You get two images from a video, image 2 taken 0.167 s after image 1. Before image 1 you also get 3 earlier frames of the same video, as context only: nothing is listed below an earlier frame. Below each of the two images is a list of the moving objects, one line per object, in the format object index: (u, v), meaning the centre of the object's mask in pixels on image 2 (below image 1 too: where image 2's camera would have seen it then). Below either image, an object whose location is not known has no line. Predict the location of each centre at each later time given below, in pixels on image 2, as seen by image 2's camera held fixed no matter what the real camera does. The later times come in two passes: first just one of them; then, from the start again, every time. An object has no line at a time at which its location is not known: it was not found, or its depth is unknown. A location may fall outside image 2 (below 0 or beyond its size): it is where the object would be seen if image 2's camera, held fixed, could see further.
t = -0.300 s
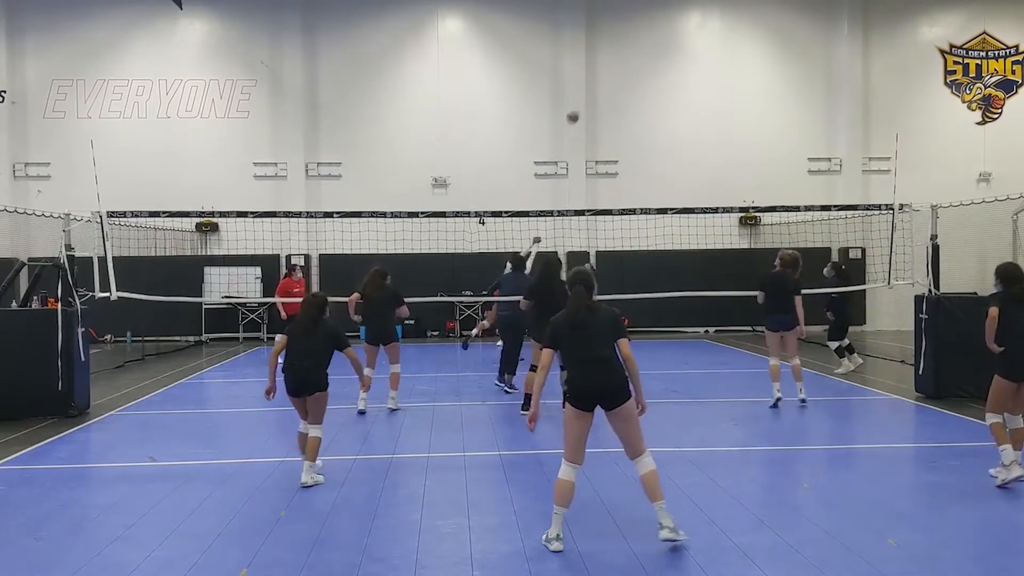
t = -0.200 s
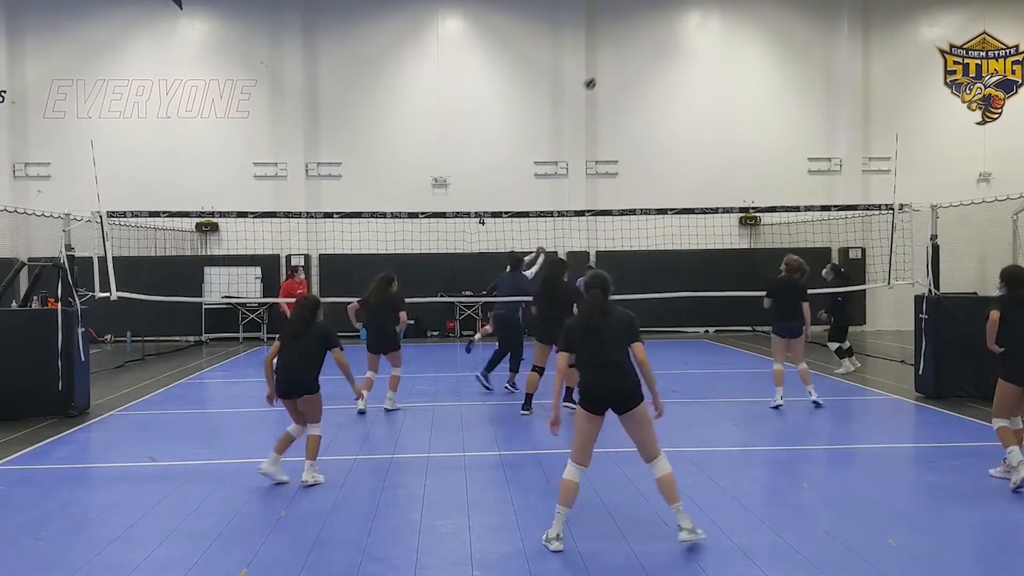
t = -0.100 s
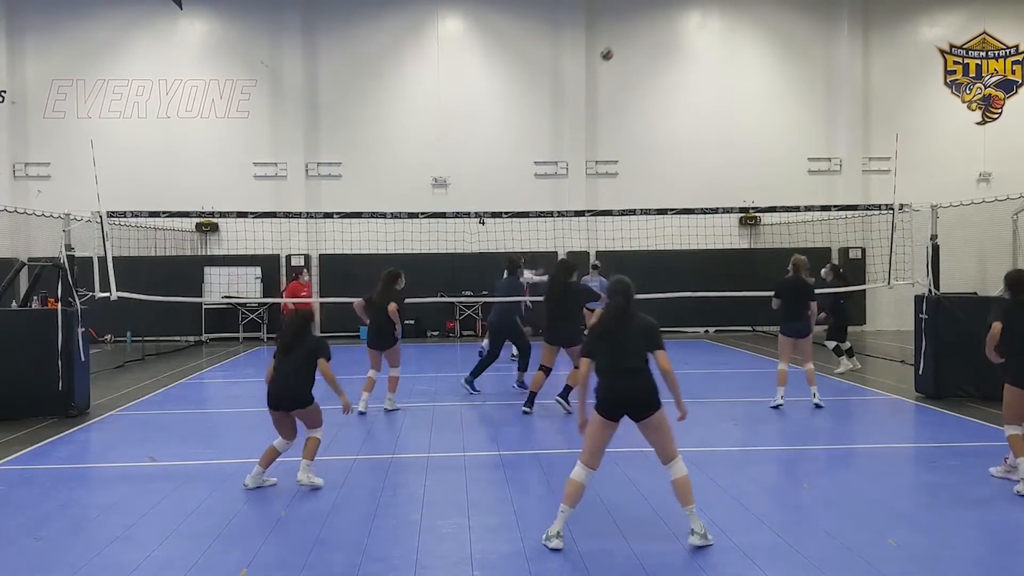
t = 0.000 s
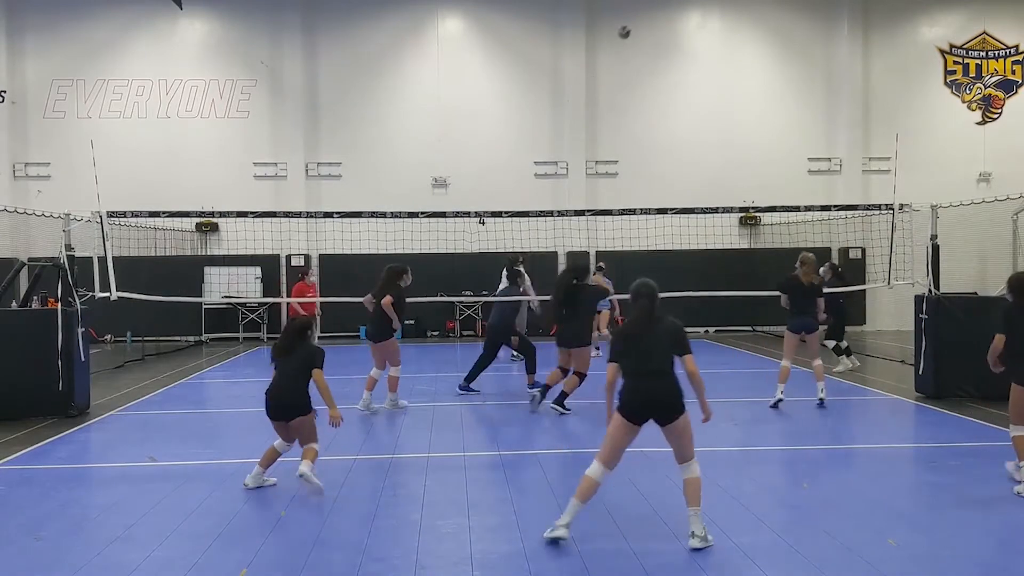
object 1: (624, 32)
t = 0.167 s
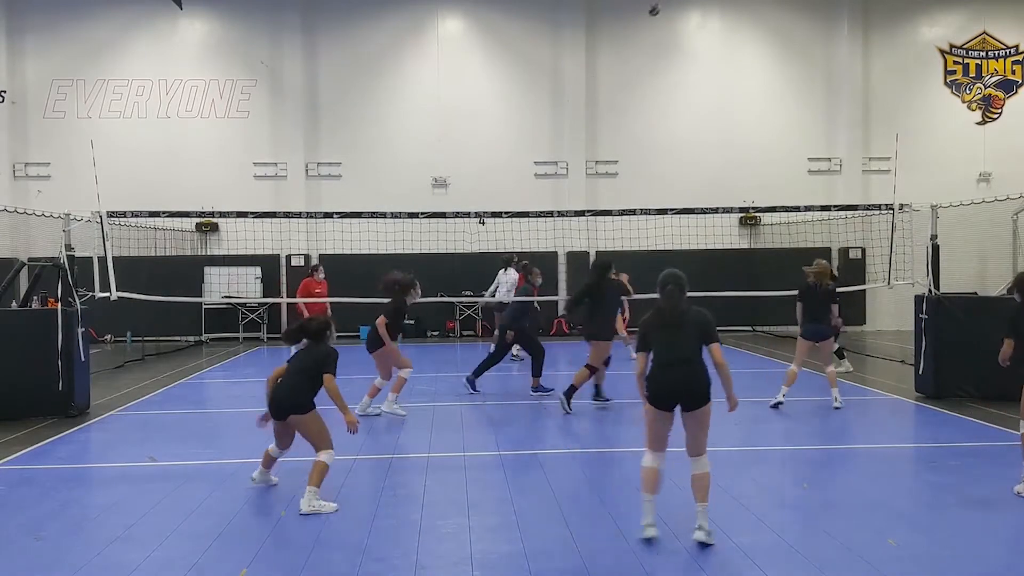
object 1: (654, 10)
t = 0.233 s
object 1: (666, 5)
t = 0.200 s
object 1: (659, 7)
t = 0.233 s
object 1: (666, 5)
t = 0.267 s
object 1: (671, 5)
